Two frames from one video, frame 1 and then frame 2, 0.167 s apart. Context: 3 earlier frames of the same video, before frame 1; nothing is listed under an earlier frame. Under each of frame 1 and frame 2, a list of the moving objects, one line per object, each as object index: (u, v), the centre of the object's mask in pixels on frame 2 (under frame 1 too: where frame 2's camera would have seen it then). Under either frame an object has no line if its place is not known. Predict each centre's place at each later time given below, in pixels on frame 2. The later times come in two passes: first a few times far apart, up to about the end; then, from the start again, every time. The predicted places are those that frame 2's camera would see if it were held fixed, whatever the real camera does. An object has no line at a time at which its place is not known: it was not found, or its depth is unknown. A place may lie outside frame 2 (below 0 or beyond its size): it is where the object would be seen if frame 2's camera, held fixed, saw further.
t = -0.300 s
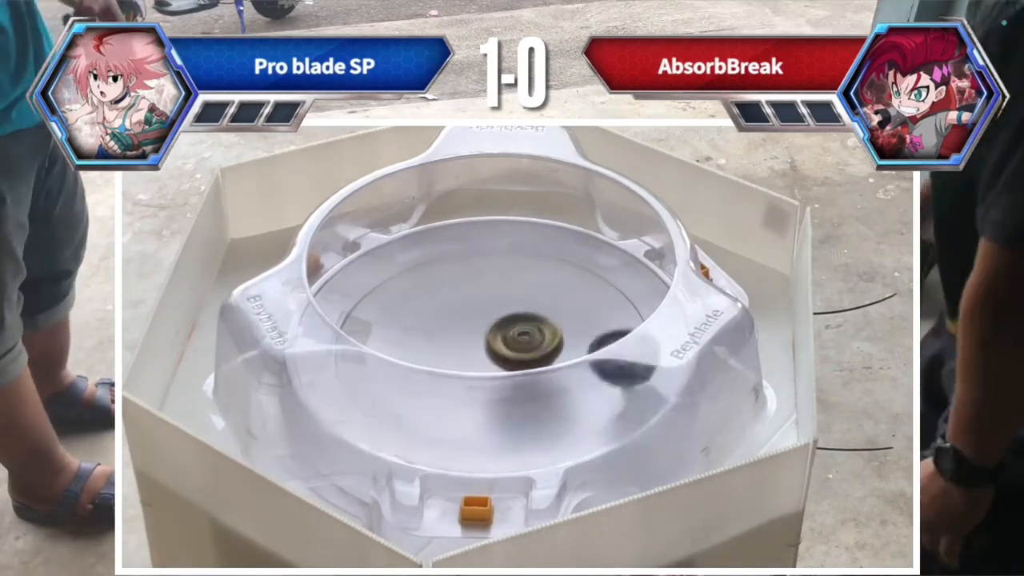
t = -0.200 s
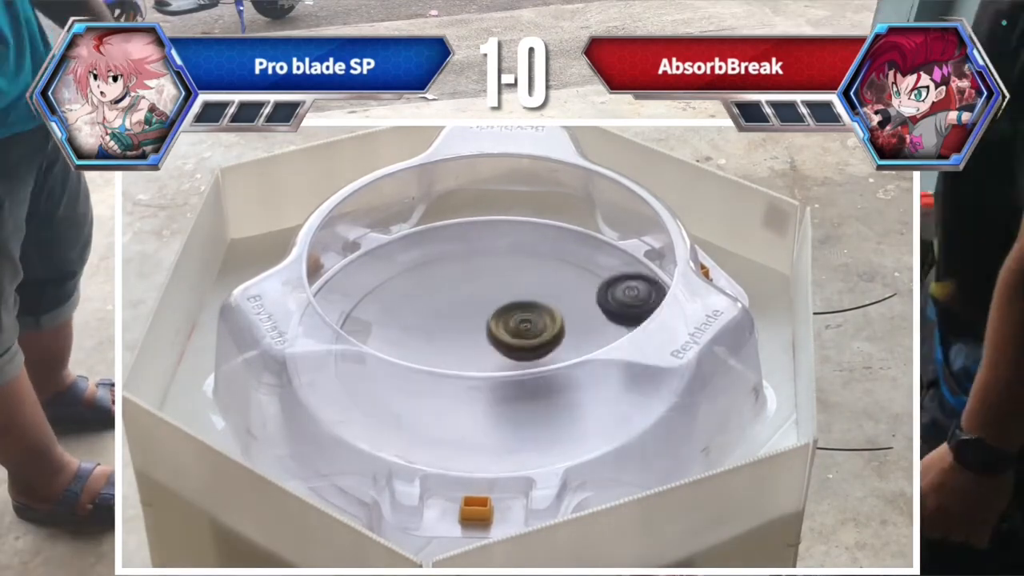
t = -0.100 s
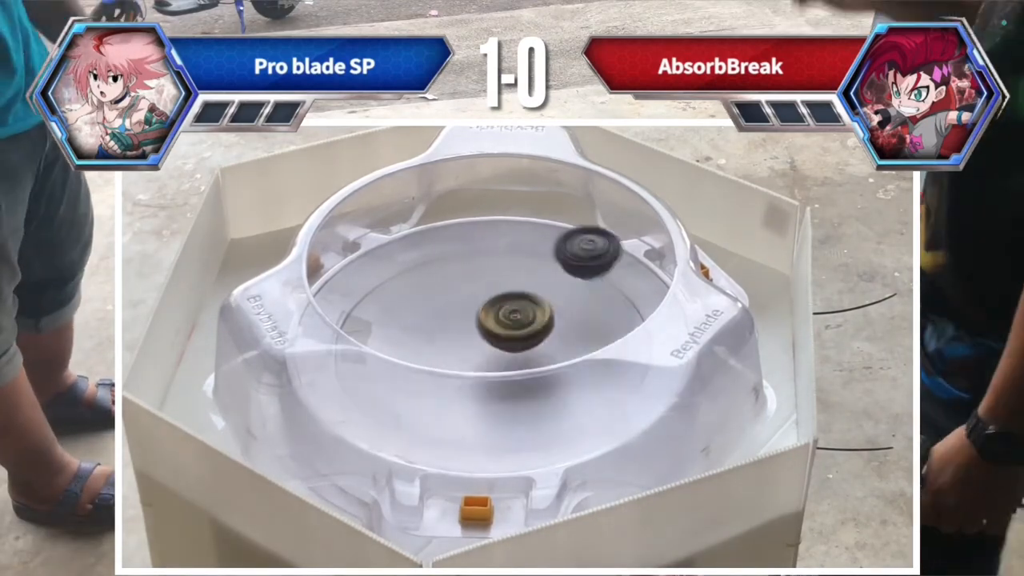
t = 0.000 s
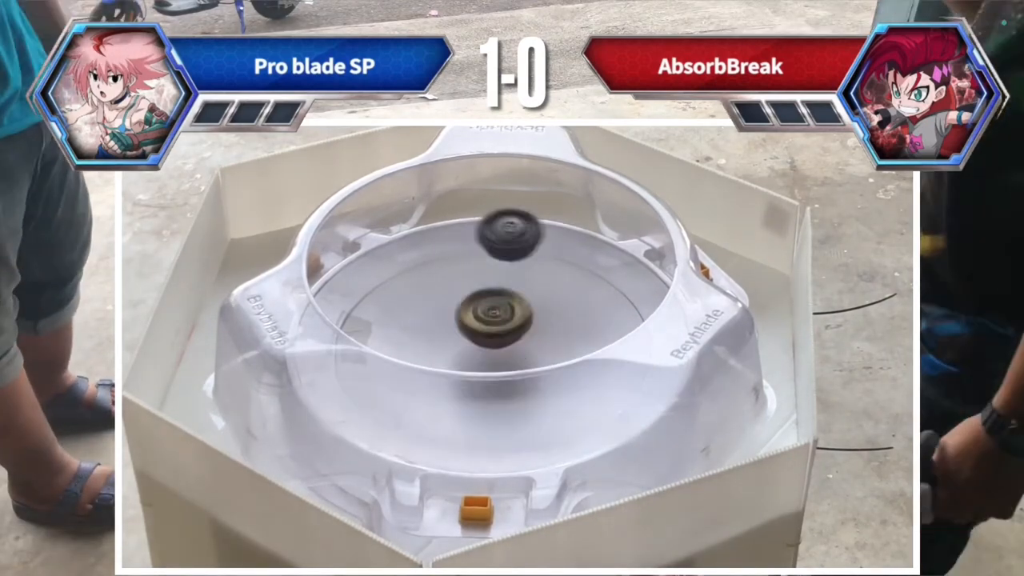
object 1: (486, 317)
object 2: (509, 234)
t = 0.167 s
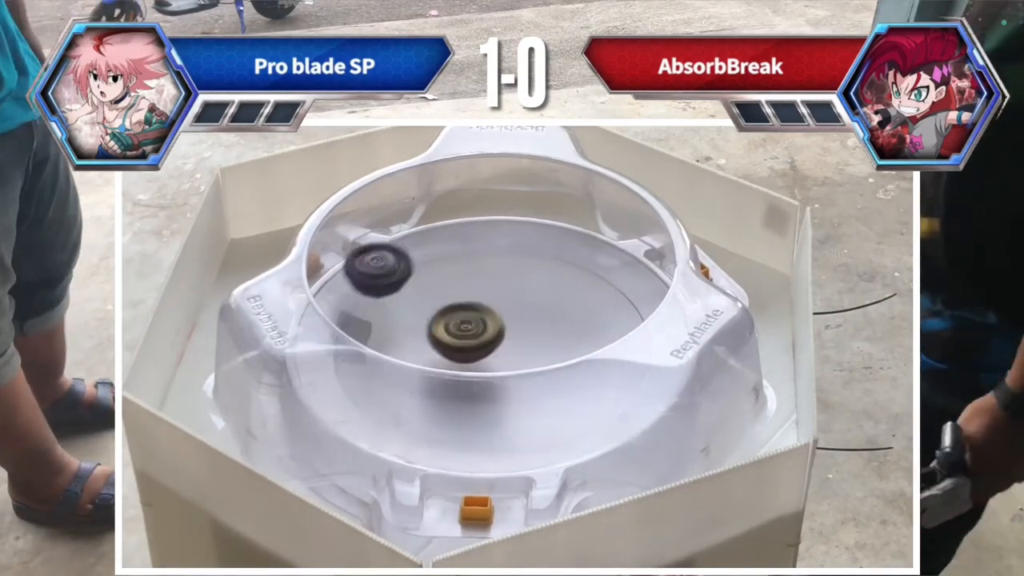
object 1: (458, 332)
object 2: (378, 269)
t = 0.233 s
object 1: (453, 341)
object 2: (350, 301)
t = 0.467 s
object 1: (490, 362)
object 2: (447, 413)
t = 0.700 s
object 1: (514, 341)
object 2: (617, 358)
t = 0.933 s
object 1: (481, 325)
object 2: (539, 251)
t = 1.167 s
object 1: (449, 343)
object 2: (364, 300)
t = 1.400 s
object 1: (477, 363)
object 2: (427, 408)
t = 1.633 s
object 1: (505, 344)
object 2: (607, 367)
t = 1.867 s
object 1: (480, 322)
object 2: (541, 257)
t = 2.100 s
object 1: (440, 337)
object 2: (370, 294)
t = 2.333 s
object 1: (465, 352)
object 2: (429, 404)
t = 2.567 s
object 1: (506, 345)
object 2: (600, 363)
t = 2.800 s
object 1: (495, 318)
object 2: (535, 263)
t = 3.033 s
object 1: (452, 328)
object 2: (378, 291)
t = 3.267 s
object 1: (469, 351)
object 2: (424, 396)
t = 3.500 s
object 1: (535, 327)
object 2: (545, 410)
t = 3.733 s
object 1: (511, 300)
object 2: (578, 345)
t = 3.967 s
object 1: (384, 239)
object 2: (557, 358)
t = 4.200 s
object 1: (375, 317)
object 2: (534, 366)
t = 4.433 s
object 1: (435, 350)
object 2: (520, 370)
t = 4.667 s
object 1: (436, 342)
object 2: (562, 370)
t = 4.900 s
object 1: (437, 332)
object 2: (537, 361)
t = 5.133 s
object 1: (449, 323)
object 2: (509, 363)
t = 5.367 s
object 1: (473, 314)
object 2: (499, 367)
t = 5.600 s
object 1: (488, 308)
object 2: (487, 367)
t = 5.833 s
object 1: (498, 316)
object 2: (474, 365)
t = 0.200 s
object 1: (454, 336)
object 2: (360, 284)
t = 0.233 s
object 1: (453, 341)
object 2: (350, 301)
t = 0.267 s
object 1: (454, 345)
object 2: (352, 316)
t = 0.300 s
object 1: (456, 346)
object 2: (344, 341)
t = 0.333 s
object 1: (462, 350)
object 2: (352, 360)
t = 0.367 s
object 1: (469, 358)
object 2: (367, 381)
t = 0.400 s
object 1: (476, 361)
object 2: (390, 394)
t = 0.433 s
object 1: (483, 362)
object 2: (416, 406)
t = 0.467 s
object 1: (490, 362)
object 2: (447, 413)
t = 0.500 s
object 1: (497, 359)
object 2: (480, 416)
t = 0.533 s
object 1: (501, 352)
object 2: (514, 416)
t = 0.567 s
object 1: (506, 351)
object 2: (545, 408)
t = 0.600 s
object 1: (510, 349)
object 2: (574, 398)
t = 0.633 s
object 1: (513, 347)
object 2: (598, 386)
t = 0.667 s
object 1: (513, 344)
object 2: (614, 377)
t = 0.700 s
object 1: (514, 341)
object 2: (617, 358)
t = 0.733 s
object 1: (514, 338)
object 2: (620, 322)
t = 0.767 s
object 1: (511, 334)
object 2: (623, 310)
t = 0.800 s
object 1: (507, 331)
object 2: (620, 297)
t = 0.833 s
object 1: (501, 328)
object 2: (607, 282)
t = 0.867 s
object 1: (494, 326)
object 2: (587, 269)
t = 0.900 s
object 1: (487, 325)
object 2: (565, 259)
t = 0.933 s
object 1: (481, 325)
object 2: (539, 251)
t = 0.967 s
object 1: (474, 326)
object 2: (511, 248)
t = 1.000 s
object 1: (467, 328)
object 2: (482, 248)
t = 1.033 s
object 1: (459, 330)
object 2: (454, 252)
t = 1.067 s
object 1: (455, 334)
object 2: (425, 259)
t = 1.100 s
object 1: (451, 337)
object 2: (401, 270)
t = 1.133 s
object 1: (450, 341)
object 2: (380, 284)
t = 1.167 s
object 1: (449, 343)
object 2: (364, 300)
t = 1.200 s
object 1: (451, 345)
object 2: (358, 314)
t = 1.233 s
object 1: (452, 347)
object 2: (350, 334)
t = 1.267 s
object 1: (456, 349)
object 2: (352, 353)
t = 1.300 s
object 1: (461, 358)
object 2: (359, 375)
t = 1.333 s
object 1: (467, 361)
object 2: (377, 387)
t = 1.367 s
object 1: (472, 363)
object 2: (400, 399)
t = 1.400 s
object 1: (477, 363)
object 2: (427, 408)
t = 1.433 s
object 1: (480, 354)
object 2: (457, 413)
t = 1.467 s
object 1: (485, 354)
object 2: (489, 415)
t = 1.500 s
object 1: (491, 353)
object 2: (520, 411)
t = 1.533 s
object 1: (497, 352)
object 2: (549, 405)
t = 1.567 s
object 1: (500, 350)
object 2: (576, 395)
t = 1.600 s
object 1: (504, 347)
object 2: (595, 380)
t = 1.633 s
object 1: (505, 344)
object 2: (607, 367)
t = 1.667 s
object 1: (507, 342)
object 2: (611, 343)
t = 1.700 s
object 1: (505, 338)
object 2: (614, 320)
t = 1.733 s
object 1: (503, 333)
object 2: (615, 308)
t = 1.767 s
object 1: (500, 330)
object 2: (604, 292)
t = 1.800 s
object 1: (494, 326)
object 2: (587, 278)
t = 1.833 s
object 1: (488, 323)
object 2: (566, 266)
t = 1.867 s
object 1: (480, 322)
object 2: (541, 257)
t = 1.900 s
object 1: (474, 322)
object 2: (515, 252)
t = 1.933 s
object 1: (467, 323)
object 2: (486, 251)
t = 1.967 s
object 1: (462, 324)
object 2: (458, 253)
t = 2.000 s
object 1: (455, 326)
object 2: (431, 259)
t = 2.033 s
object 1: (450, 328)
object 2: (407, 268)
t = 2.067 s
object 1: (443, 332)
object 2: (387, 280)
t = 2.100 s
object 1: (440, 337)
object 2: (370, 294)
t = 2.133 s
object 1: (439, 341)
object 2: (361, 310)
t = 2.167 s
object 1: (440, 344)
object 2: (362, 322)
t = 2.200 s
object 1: (442, 346)
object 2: (360, 344)
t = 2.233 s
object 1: (444, 347)
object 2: (368, 364)
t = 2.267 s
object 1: (451, 349)
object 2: (381, 383)
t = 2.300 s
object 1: (458, 357)
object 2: (403, 395)
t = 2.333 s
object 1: (465, 352)
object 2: (429, 404)
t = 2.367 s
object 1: (473, 353)
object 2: (461, 408)
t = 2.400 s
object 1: (480, 352)
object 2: (488, 411)
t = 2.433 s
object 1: (486, 352)
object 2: (519, 409)
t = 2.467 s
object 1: (491, 351)
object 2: (547, 402)
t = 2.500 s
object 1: (497, 349)
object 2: (573, 393)
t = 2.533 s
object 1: (501, 347)
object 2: (590, 378)
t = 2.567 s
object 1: (506, 345)
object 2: (600, 363)
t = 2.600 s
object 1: (509, 341)
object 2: (605, 341)
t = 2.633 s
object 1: (512, 337)
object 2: (608, 322)
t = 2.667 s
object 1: (511, 332)
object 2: (607, 309)
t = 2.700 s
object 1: (509, 327)
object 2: (595, 295)
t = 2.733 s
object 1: (505, 323)
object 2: (579, 281)
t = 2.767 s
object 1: (501, 321)
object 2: (558, 271)
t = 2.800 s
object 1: (495, 318)
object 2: (535, 263)
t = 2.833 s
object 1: (488, 316)
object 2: (509, 260)
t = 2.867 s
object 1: (482, 316)
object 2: (484, 257)
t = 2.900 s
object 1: (477, 317)
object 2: (458, 257)
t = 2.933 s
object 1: (468, 319)
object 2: (434, 261)
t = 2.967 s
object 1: (461, 322)
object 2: (411, 268)
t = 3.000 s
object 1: (457, 324)
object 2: (393, 278)
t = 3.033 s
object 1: (452, 328)
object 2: (378, 291)
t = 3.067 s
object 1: (450, 333)
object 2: (369, 306)
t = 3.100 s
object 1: (447, 338)
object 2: (366, 319)
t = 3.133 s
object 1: (448, 342)
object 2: (372, 330)
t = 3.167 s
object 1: (451, 345)
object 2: (374, 353)
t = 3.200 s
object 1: (454, 347)
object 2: (386, 370)
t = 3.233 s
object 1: (459, 350)
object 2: (400, 387)
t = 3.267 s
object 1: (469, 351)
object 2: (424, 396)
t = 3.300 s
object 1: (478, 352)
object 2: (446, 402)
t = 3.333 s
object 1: (494, 348)
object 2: (460, 411)
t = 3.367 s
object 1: (508, 346)
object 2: (476, 416)
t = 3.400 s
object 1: (518, 342)
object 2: (494, 421)
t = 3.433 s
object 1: (526, 338)
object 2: (512, 420)
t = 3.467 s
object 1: (534, 334)
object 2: (530, 416)
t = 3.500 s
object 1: (535, 327)
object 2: (545, 410)
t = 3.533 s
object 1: (538, 322)
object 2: (557, 404)
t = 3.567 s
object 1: (535, 316)
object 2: (570, 397)
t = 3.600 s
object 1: (535, 312)
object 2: (578, 390)
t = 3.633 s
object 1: (530, 308)
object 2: (584, 380)
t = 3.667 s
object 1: (522, 304)
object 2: (586, 369)
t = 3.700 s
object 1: (517, 301)
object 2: (582, 357)
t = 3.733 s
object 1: (511, 300)
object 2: (578, 345)
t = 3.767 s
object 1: (501, 298)
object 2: (569, 334)
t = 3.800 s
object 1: (489, 294)
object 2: (560, 329)
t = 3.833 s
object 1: (463, 273)
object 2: (564, 337)
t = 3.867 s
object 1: (440, 255)
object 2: (564, 343)
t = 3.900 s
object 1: (413, 240)
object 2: (563, 353)
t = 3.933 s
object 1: (394, 234)
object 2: (560, 356)
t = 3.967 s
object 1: (384, 239)
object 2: (557, 358)
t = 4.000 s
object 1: (378, 249)
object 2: (553, 359)
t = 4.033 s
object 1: (371, 258)
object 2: (549, 360)
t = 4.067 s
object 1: (367, 268)
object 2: (546, 361)
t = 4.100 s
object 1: (365, 282)
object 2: (543, 363)
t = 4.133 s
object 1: (366, 294)
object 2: (540, 364)
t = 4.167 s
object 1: (369, 306)
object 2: (537, 365)
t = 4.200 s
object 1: (375, 317)
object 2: (534, 366)
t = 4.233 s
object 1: (381, 325)
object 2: (531, 367)
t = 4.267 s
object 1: (388, 331)
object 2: (528, 368)
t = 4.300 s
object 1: (398, 336)
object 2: (525, 369)
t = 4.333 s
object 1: (411, 342)
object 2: (522, 370)
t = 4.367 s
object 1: (420, 346)
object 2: (519, 371)
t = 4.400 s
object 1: (432, 350)
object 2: (515, 371)
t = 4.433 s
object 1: (435, 350)
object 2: (520, 370)
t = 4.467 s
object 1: (438, 350)
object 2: (526, 378)
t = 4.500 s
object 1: (443, 350)
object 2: (528, 378)
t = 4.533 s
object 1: (443, 349)
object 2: (536, 377)
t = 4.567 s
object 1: (439, 347)
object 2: (548, 376)
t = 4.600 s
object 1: (437, 345)
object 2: (557, 374)
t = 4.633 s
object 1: (437, 343)
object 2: (562, 371)
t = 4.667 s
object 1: (436, 342)
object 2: (562, 370)
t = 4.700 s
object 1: (435, 341)
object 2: (561, 363)
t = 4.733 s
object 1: (435, 340)
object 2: (558, 363)
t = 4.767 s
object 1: (438, 340)
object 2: (554, 362)
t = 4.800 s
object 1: (438, 338)
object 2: (550, 361)
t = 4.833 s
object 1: (438, 336)
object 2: (546, 361)
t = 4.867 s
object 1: (436, 333)
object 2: (541, 361)
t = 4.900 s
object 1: (437, 332)
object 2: (537, 361)
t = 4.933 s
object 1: (438, 330)
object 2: (533, 361)
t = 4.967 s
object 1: (439, 329)
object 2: (529, 361)
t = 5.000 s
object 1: (440, 328)
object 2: (525, 361)
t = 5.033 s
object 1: (442, 326)
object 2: (521, 362)
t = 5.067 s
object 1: (443, 325)
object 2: (516, 362)
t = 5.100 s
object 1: (446, 324)
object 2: (512, 363)
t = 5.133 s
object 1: (449, 323)
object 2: (509, 363)
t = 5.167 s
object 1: (453, 322)
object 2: (506, 364)
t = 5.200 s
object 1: (455, 320)
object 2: (504, 365)
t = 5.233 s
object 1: (459, 319)
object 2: (503, 365)
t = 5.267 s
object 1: (462, 317)
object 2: (502, 366)
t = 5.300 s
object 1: (466, 316)
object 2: (501, 366)
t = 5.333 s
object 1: (469, 315)
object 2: (500, 367)
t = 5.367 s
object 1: (473, 314)
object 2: (499, 367)
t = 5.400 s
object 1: (476, 312)
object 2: (498, 367)
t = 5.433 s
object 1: (479, 311)
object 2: (496, 368)
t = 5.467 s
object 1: (482, 311)
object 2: (495, 368)
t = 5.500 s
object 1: (484, 310)
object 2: (494, 368)
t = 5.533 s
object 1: (486, 309)
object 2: (492, 368)
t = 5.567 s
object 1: (487, 309)
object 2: (490, 367)
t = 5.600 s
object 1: (488, 308)
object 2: (487, 367)
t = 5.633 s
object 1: (489, 308)
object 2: (484, 366)
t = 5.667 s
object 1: (491, 308)
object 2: (482, 366)
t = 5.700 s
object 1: (492, 310)
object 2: (481, 366)
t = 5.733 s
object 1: (493, 311)
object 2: (480, 365)
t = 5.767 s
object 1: (494, 313)
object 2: (479, 365)
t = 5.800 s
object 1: (495, 314)
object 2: (477, 364)
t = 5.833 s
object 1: (498, 316)
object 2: (474, 365)
